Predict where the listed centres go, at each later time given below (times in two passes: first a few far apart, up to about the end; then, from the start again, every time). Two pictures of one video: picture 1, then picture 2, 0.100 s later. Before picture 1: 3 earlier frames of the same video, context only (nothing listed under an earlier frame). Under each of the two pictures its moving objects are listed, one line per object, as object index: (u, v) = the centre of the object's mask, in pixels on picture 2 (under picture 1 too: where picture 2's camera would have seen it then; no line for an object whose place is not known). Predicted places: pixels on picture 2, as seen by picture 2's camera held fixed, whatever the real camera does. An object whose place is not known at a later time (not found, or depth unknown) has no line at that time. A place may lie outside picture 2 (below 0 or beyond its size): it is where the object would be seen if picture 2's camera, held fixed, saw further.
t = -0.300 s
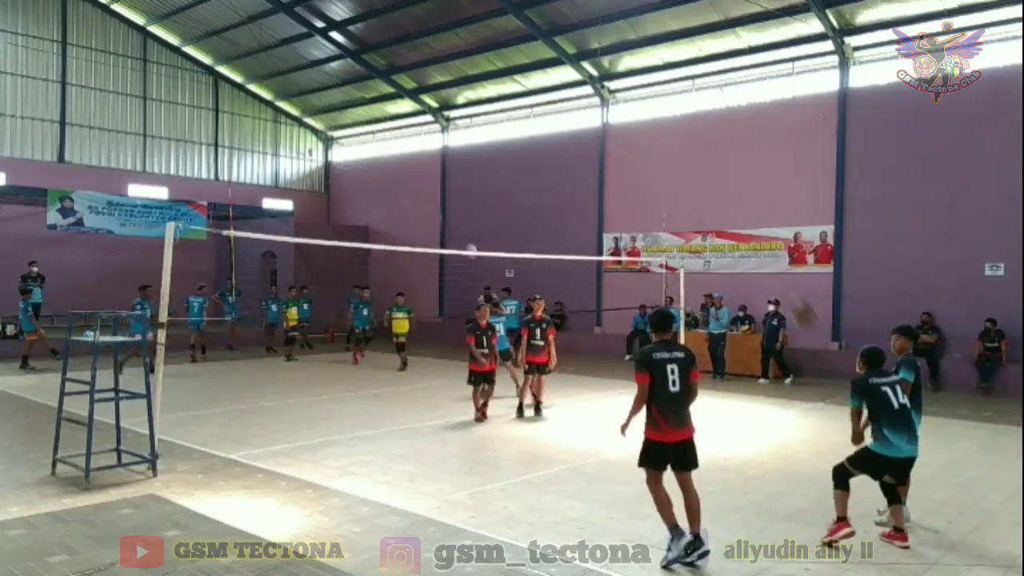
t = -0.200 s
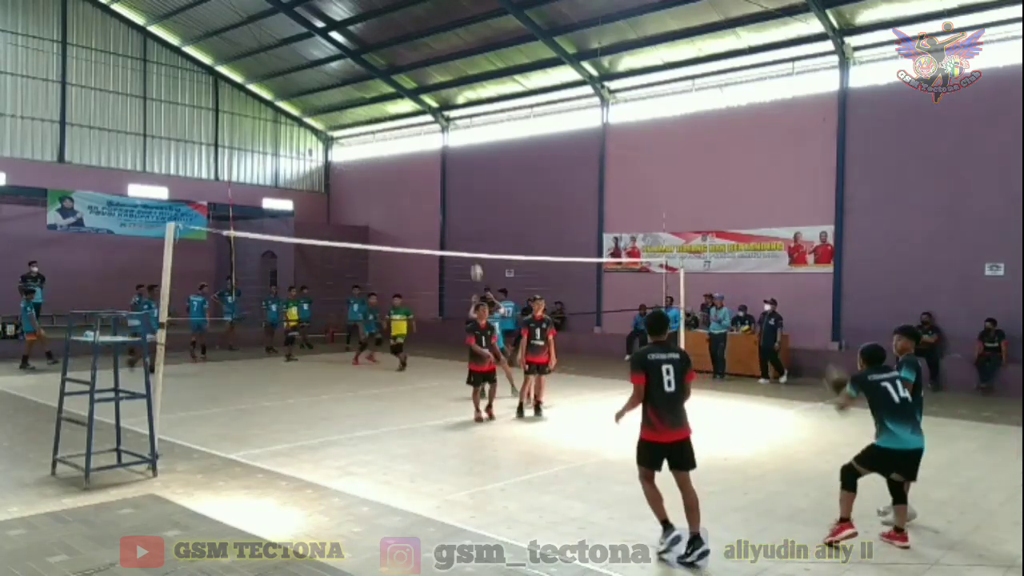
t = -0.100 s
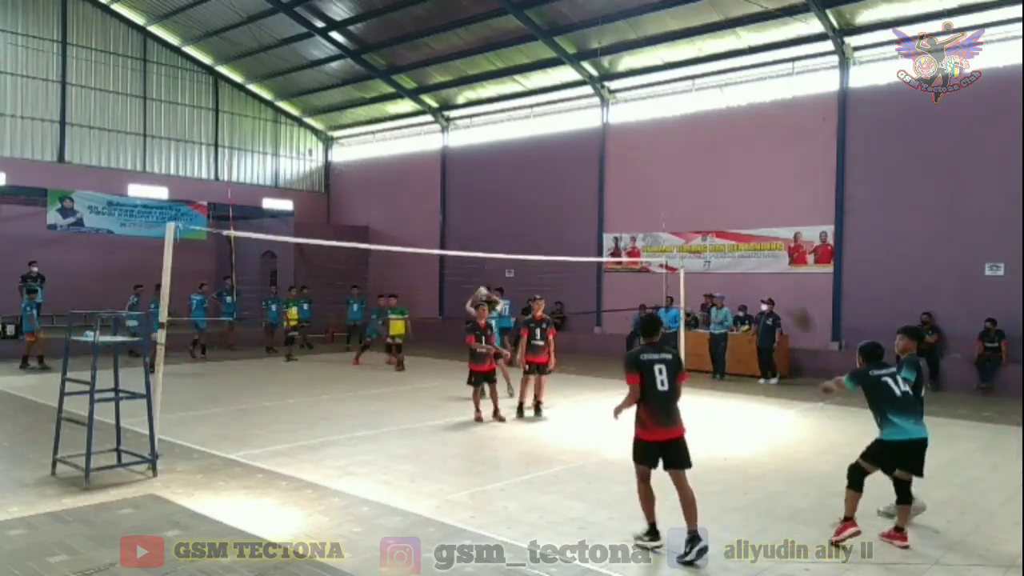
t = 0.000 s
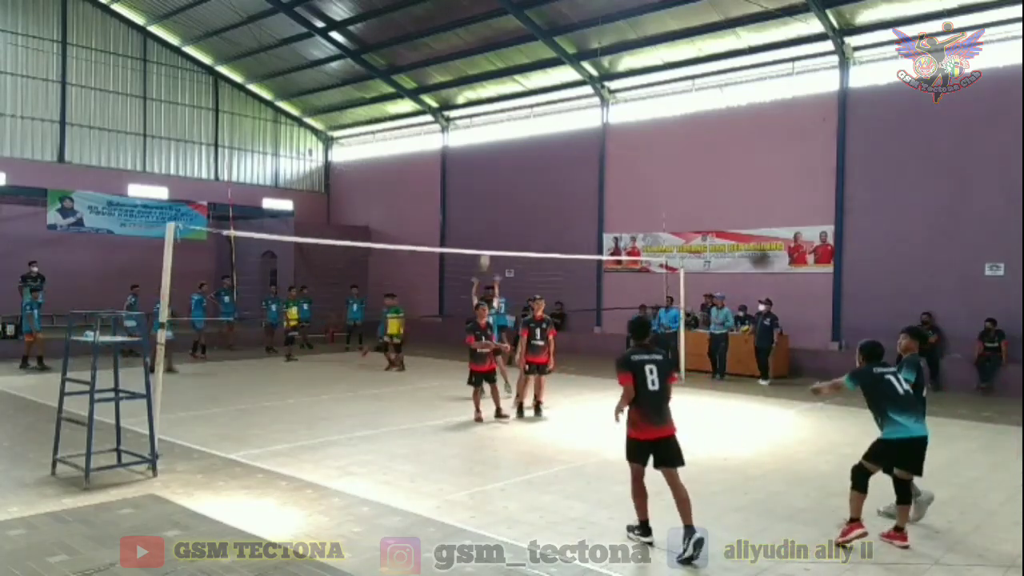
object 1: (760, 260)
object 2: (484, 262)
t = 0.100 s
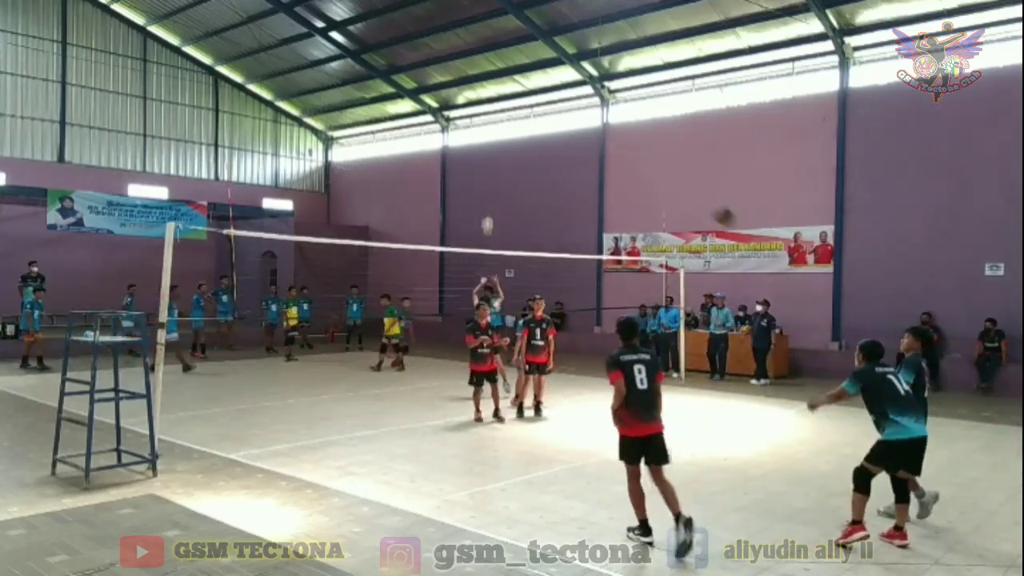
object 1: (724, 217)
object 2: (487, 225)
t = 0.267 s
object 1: (669, 175)
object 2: (491, 183)
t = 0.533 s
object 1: (597, 172)
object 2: (496, 149)
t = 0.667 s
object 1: (569, 193)
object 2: (498, 147)
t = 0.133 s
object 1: (713, 206)
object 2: (488, 216)
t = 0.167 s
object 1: (701, 196)
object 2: (489, 206)
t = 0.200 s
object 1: (690, 187)
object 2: (490, 198)
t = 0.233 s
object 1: (679, 180)
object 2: (490, 190)
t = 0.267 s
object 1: (669, 175)
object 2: (491, 183)
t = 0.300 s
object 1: (659, 171)
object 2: (491, 176)
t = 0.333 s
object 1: (650, 168)
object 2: (493, 170)
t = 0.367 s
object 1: (640, 166)
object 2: (493, 166)
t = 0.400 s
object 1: (630, 165)
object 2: (494, 161)
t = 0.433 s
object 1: (622, 166)
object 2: (494, 157)
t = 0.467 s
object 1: (614, 167)
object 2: (495, 154)
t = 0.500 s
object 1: (606, 169)
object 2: (496, 152)
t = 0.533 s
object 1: (597, 172)
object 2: (496, 149)
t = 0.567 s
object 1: (590, 176)
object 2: (497, 148)
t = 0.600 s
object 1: (582, 181)
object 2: (498, 147)
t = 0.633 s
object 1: (576, 186)
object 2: (498, 147)
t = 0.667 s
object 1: (569, 193)
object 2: (498, 147)
